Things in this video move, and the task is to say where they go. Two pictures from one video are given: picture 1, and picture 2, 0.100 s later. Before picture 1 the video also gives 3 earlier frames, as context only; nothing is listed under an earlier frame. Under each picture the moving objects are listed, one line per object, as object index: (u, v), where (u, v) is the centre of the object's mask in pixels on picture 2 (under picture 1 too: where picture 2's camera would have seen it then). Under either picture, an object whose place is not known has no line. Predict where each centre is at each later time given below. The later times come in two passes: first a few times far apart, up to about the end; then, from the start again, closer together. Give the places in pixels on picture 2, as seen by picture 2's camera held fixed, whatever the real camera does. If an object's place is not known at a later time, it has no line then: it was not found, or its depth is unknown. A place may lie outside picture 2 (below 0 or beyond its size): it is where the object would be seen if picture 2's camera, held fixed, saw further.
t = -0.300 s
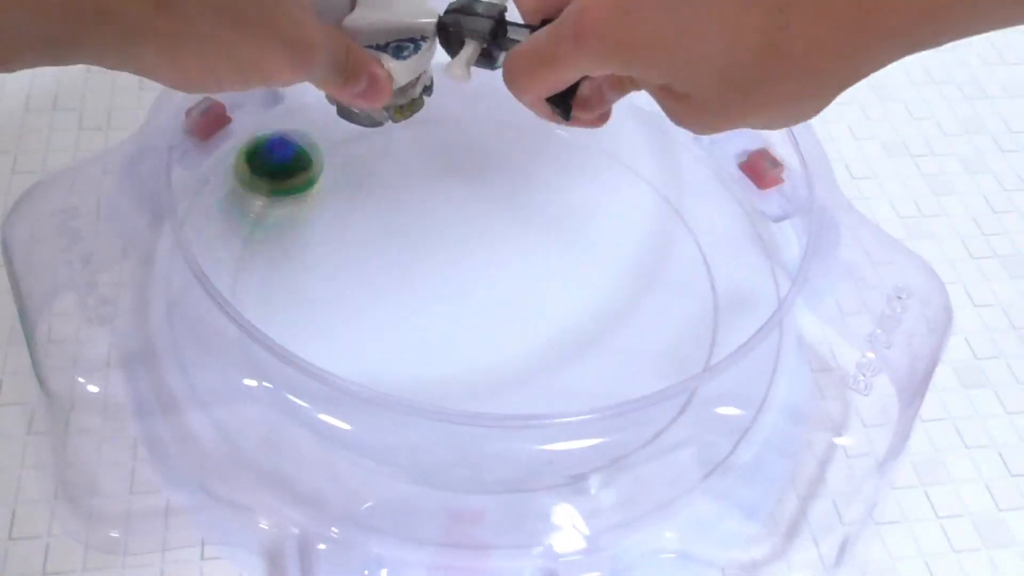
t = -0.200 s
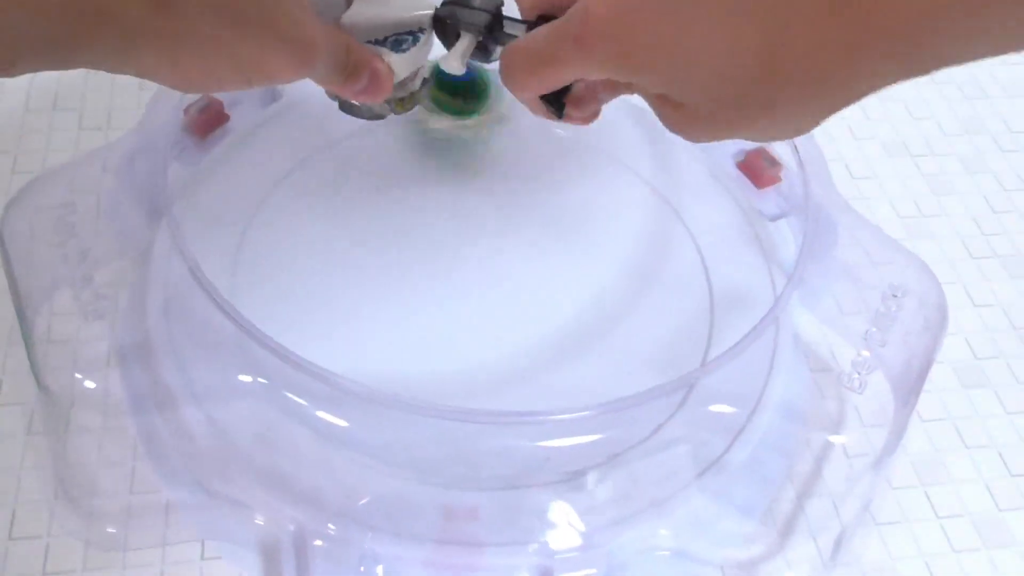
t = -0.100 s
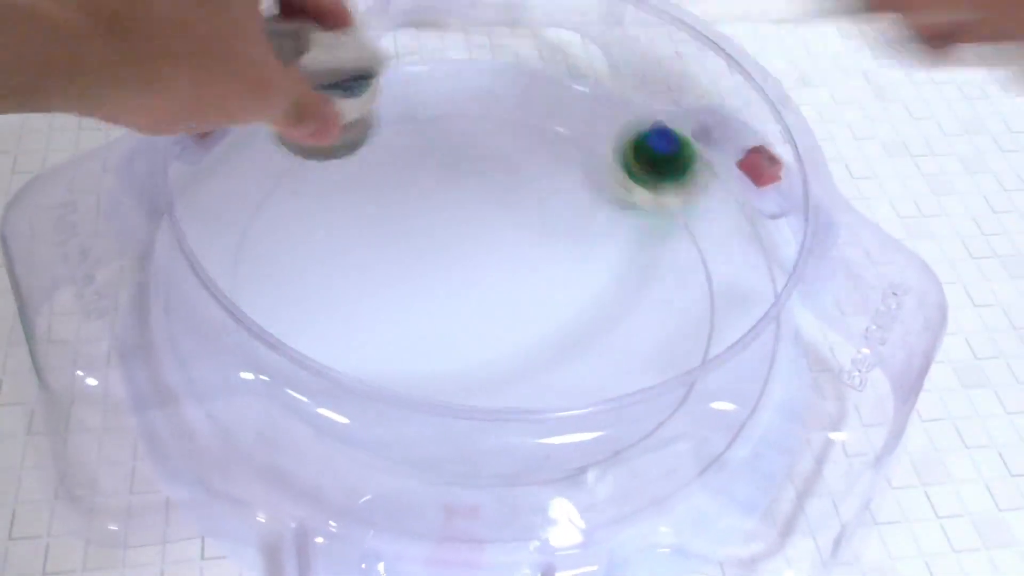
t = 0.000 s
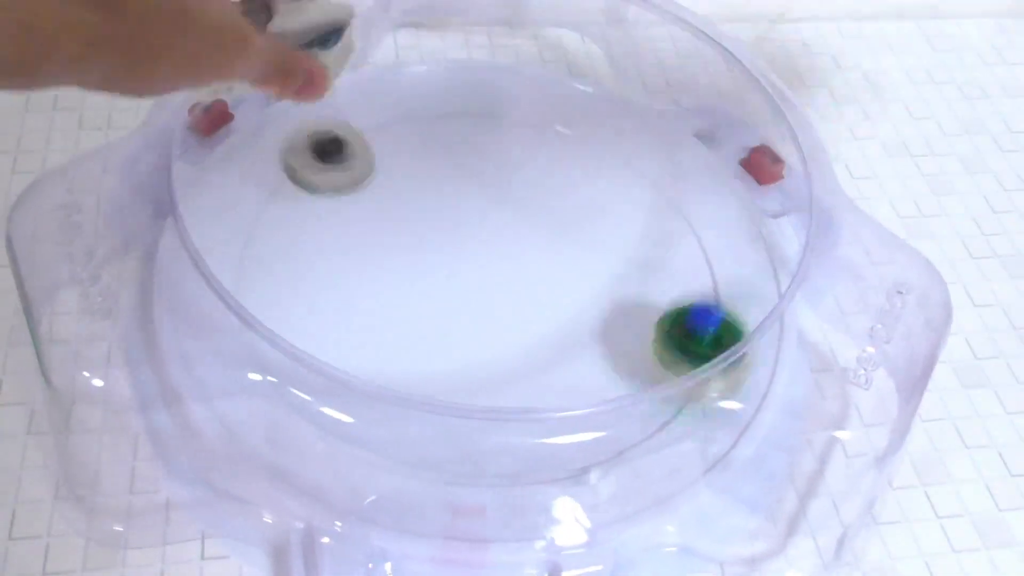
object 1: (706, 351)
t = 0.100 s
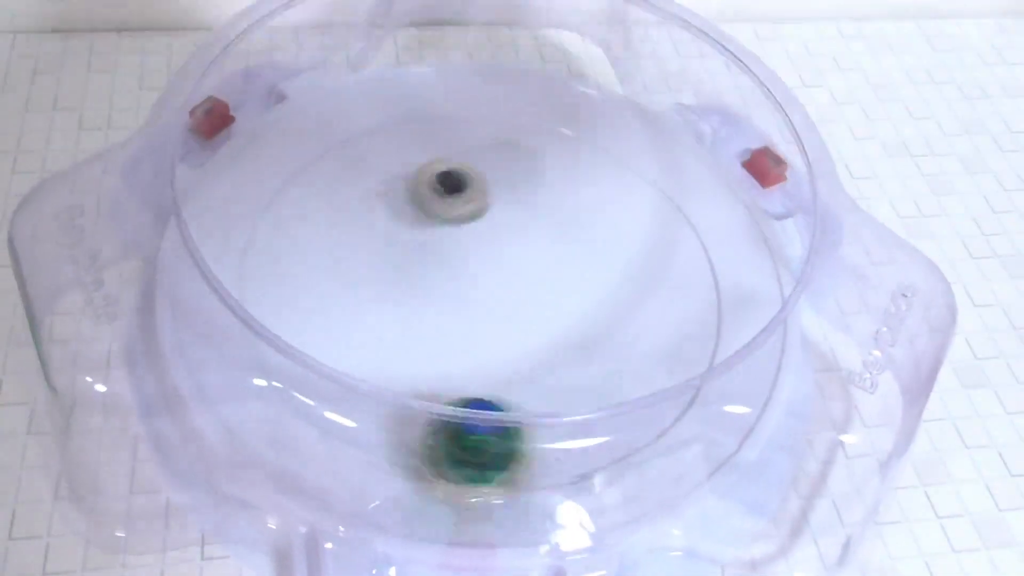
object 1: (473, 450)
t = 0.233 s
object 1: (249, 253)
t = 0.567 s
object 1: (718, 301)
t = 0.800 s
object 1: (307, 386)
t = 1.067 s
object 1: (374, 105)
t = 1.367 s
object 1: (689, 320)
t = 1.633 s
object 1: (299, 366)
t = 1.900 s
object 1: (402, 105)
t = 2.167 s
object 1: (714, 260)
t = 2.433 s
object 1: (461, 442)
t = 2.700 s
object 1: (273, 178)
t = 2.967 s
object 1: (605, 138)
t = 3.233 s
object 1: (656, 400)
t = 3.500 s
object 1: (282, 365)
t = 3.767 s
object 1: (401, 119)
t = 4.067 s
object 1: (712, 286)
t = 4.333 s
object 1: (416, 418)
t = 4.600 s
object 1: (420, 176)
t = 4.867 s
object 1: (686, 242)
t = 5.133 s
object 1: (511, 440)
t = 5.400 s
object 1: (295, 275)
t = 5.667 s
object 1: (504, 175)
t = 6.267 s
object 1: (298, 297)
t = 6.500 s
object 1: (425, 134)
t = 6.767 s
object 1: (693, 225)
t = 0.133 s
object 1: (374, 427)
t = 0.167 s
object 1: (300, 384)
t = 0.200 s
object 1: (259, 322)
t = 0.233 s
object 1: (249, 253)
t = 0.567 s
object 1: (718, 301)
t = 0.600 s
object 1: (696, 365)
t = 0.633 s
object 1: (641, 412)
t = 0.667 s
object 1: (574, 436)
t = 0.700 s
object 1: (501, 452)
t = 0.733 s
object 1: (425, 442)
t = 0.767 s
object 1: (355, 414)
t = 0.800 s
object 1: (307, 386)
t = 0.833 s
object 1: (276, 352)
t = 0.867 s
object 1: (260, 312)
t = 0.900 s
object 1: (258, 269)
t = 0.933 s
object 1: (259, 233)
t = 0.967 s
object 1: (276, 193)
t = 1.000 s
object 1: (301, 157)
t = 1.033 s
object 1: (331, 127)
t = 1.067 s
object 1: (374, 105)
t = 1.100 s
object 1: (427, 98)
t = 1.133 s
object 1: (485, 94)
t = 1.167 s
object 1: (546, 107)
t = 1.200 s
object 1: (598, 132)
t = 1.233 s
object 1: (659, 166)
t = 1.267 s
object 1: (694, 207)
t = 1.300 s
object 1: (714, 239)
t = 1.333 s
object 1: (704, 280)
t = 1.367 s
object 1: (689, 320)
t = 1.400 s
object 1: (662, 353)
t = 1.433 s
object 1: (624, 388)
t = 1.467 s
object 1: (573, 413)
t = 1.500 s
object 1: (516, 425)
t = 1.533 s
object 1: (456, 429)
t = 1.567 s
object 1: (398, 414)
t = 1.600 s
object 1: (344, 392)
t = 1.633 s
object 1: (299, 366)
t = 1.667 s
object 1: (262, 329)
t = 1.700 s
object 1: (239, 288)
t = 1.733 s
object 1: (241, 244)
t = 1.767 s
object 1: (249, 209)
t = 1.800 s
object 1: (272, 171)
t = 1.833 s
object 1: (307, 141)
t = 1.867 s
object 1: (354, 118)
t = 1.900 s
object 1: (402, 105)
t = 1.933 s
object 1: (452, 103)
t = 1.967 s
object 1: (500, 102)
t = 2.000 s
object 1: (551, 116)
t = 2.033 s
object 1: (595, 130)
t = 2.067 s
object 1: (636, 155)
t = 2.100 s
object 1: (671, 186)
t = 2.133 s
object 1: (698, 219)
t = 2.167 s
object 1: (714, 260)
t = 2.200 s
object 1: (717, 300)
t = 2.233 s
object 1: (707, 336)
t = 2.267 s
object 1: (688, 371)
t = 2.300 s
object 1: (656, 399)
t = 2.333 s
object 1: (611, 427)
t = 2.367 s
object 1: (568, 440)
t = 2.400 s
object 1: (517, 447)
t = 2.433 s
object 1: (461, 442)
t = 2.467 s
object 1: (401, 428)
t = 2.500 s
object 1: (341, 405)
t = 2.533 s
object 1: (290, 373)
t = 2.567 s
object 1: (255, 327)
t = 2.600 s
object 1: (244, 282)
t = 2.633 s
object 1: (250, 242)
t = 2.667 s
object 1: (259, 213)
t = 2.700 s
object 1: (273, 178)
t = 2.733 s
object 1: (303, 152)
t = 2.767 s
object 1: (337, 129)
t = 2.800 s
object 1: (379, 111)
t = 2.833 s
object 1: (425, 104)
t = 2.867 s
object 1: (473, 103)
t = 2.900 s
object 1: (521, 109)
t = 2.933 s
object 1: (568, 120)
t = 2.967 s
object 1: (605, 138)
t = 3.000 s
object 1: (651, 160)
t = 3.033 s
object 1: (682, 186)
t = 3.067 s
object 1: (707, 221)
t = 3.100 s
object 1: (718, 256)
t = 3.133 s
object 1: (718, 291)
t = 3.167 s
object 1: (707, 325)
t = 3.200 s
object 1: (690, 363)
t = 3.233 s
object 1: (656, 400)
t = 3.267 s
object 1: (607, 433)
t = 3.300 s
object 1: (551, 454)
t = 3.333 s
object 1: (483, 454)
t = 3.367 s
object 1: (432, 440)
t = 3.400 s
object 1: (398, 432)
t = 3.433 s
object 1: (354, 413)
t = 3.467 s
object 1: (315, 392)
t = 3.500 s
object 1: (282, 365)
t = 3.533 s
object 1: (261, 326)
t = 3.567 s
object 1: (253, 286)
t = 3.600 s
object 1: (255, 248)
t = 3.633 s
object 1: (268, 212)
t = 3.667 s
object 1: (292, 180)
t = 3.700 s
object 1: (322, 155)
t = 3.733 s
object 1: (358, 134)
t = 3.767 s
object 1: (401, 119)
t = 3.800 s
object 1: (445, 112)
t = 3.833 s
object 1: (491, 109)
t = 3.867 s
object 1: (537, 113)
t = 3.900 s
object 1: (588, 122)
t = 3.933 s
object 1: (625, 144)
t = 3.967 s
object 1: (658, 175)
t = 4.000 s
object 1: (696, 206)
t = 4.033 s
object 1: (711, 247)
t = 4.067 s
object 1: (712, 286)
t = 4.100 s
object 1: (707, 327)
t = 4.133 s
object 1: (691, 364)
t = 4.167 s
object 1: (658, 398)
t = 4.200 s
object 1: (620, 422)
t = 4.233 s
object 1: (572, 441)
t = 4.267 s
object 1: (525, 442)
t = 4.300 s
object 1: (472, 438)
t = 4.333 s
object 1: (416, 418)
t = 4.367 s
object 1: (373, 389)
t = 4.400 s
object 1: (341, 360)
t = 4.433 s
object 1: (328, 321)
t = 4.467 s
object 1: (329, 291)
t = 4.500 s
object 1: (338, 254)
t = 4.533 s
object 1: (357, 222)
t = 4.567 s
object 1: (381, 194)
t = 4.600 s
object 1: (420, 176)
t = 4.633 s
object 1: (464, 165)
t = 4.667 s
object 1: (509, 156)
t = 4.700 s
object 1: (554, 153)
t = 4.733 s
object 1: (597, 154)
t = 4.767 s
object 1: (639, 161)
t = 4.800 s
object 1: (662, 179)
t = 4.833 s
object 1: (681, 211)
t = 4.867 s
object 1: (686, 242)
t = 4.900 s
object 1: (699, 273)
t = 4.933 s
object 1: (698, 308)
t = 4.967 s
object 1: (686, 335)
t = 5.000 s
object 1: (668, 367)
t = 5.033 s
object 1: (638, 391)
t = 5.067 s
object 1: (605, 417)
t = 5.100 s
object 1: (564, 436)
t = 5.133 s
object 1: (511, 440)
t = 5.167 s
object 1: (475, 456)
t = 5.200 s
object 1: (438, 457)
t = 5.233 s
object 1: (402, 444)
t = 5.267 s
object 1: (372, 409)
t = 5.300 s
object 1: (337, 380)
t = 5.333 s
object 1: (313, 356)
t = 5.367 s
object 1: (303, 307)
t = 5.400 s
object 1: (295, 275)
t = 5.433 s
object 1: (305, 246)
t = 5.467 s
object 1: (323, 230)
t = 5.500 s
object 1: (347, 209)
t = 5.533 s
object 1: (373, 191)
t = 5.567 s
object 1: (404, 176)
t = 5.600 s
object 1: (435, 173)
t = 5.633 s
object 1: (468, 173)
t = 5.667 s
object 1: (504, 175)
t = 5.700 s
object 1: (535, 191)
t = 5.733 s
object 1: (571, 212)
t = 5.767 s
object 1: (594, 234)
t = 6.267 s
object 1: (298, 297)
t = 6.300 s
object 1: (296, 265)
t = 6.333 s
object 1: (304, 233)
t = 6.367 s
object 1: (321, 204)
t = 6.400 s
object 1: (341, 180)
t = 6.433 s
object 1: (367, 159)
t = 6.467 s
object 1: (395, 144)
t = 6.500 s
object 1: (425, 134)
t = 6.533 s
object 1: (458, 128)
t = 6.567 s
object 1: (494, 125)
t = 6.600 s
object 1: (531, 128)
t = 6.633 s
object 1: (570, 134)
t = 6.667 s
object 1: (607, 147)
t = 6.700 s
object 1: (642, 167)
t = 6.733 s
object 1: (681, 190)
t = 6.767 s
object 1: (693, 225)
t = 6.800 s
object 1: (706, 260)
